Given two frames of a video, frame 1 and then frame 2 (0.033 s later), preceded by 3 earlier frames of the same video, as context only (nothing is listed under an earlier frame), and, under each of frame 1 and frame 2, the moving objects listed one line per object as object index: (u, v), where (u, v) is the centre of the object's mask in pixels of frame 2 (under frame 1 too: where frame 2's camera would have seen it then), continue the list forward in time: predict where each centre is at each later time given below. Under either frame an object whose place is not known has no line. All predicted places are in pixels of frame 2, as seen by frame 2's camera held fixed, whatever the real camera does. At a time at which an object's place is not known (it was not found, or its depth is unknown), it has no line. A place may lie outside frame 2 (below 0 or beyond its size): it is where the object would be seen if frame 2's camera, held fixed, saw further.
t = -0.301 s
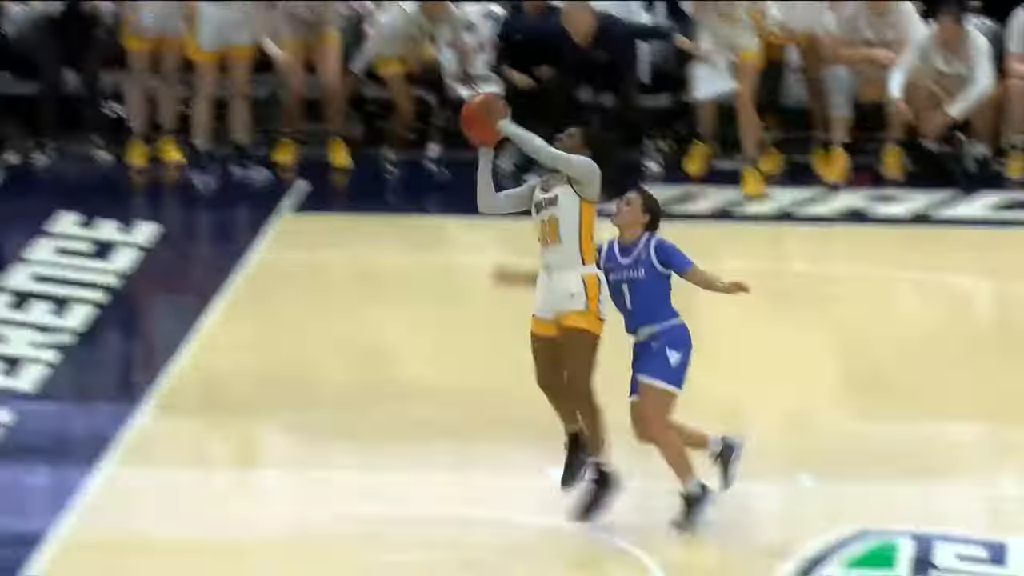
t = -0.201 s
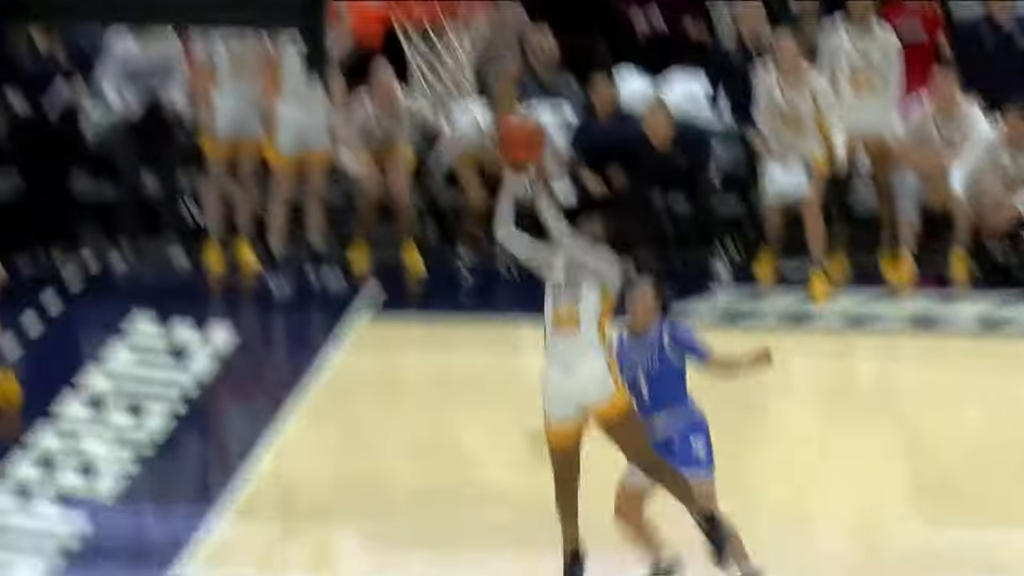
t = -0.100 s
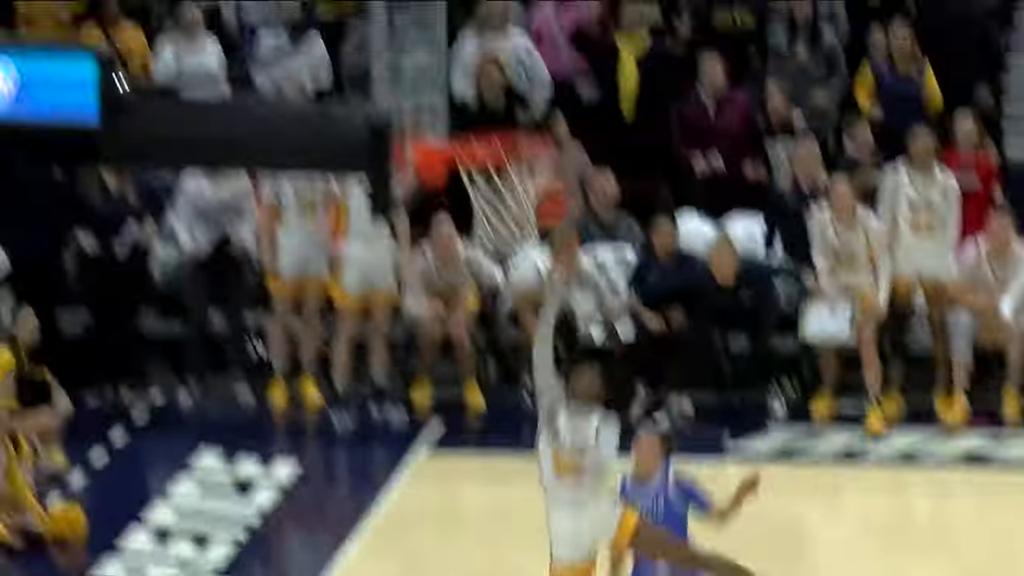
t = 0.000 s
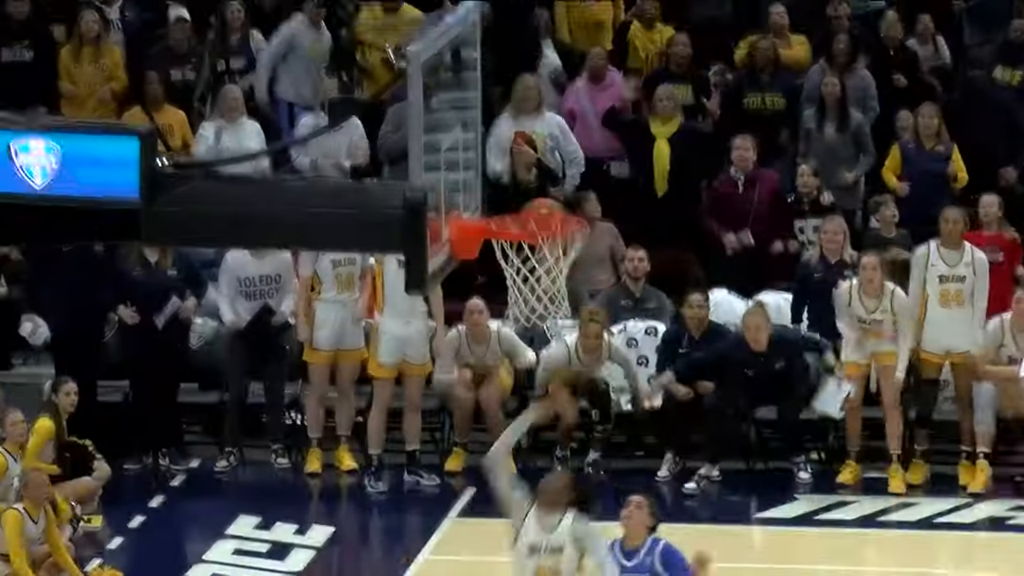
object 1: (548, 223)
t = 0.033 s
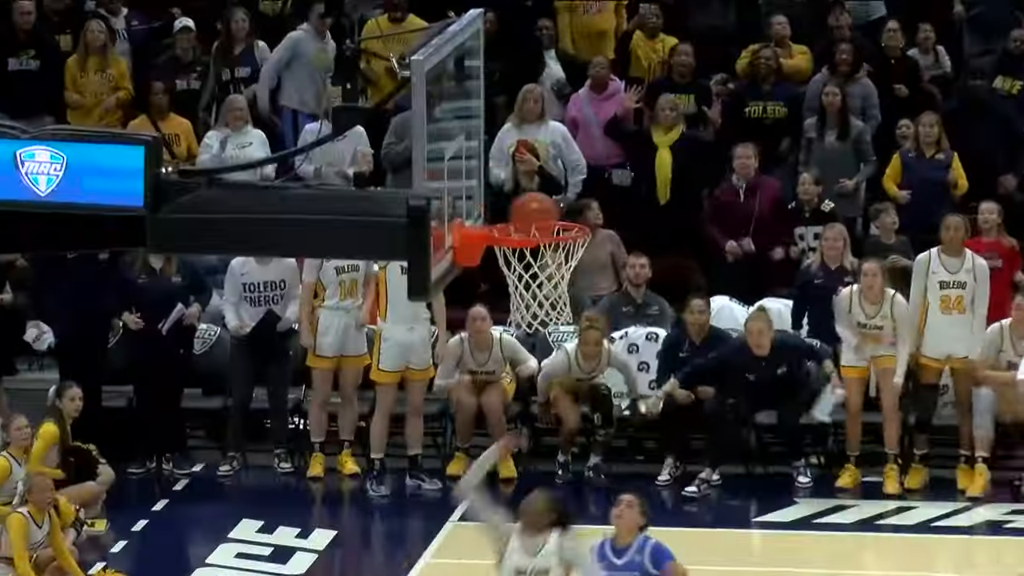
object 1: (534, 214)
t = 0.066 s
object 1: (522, 204)
